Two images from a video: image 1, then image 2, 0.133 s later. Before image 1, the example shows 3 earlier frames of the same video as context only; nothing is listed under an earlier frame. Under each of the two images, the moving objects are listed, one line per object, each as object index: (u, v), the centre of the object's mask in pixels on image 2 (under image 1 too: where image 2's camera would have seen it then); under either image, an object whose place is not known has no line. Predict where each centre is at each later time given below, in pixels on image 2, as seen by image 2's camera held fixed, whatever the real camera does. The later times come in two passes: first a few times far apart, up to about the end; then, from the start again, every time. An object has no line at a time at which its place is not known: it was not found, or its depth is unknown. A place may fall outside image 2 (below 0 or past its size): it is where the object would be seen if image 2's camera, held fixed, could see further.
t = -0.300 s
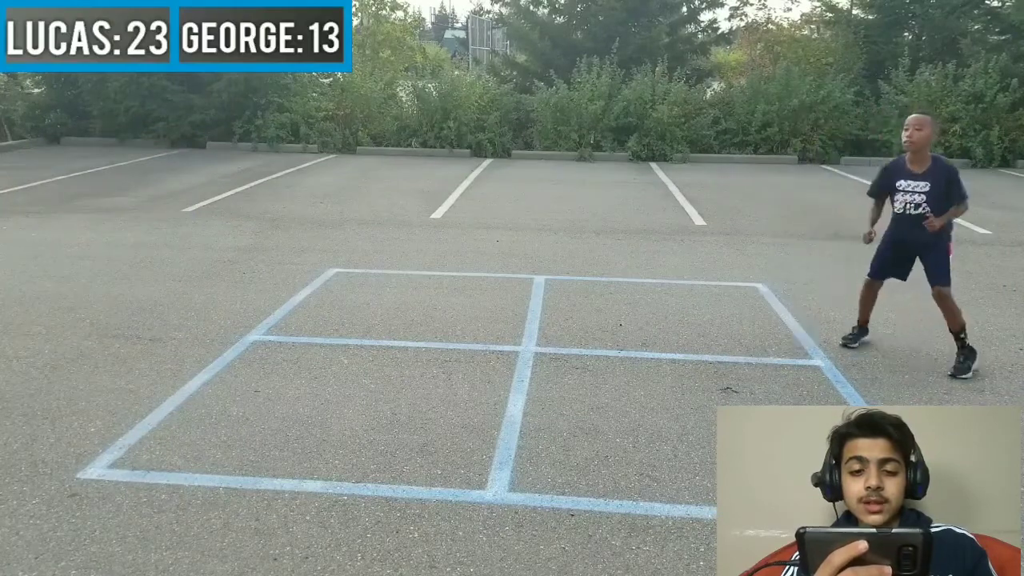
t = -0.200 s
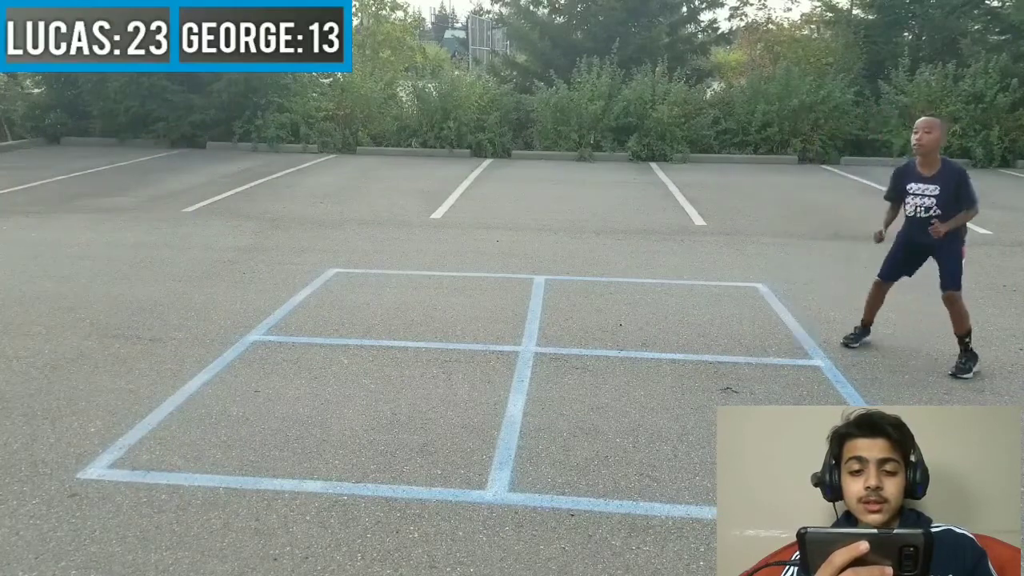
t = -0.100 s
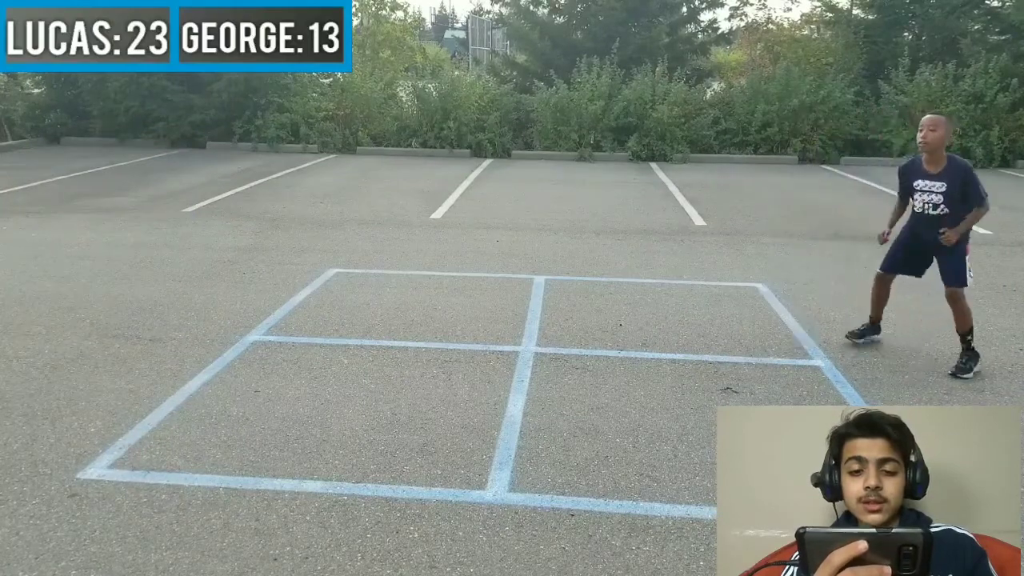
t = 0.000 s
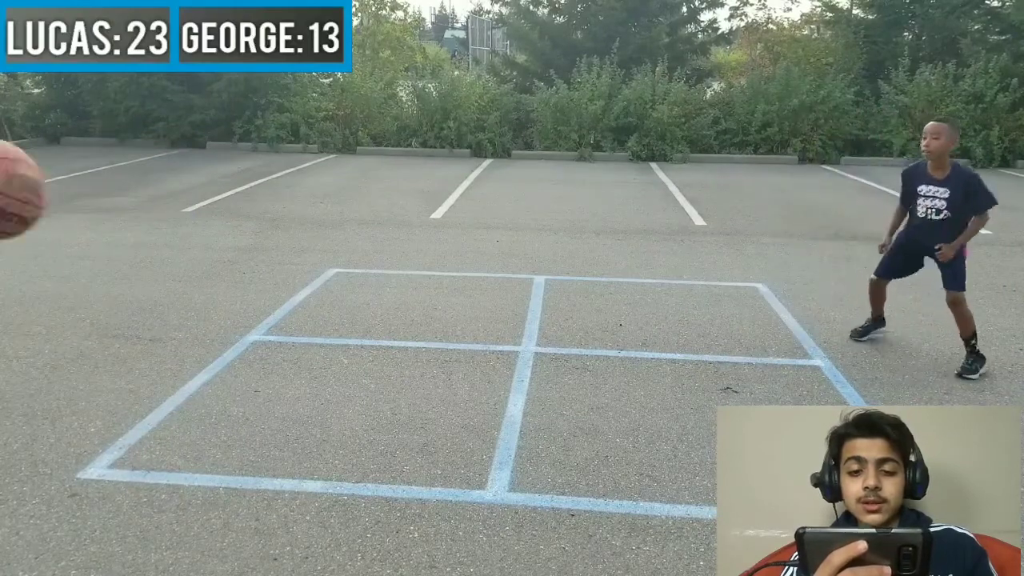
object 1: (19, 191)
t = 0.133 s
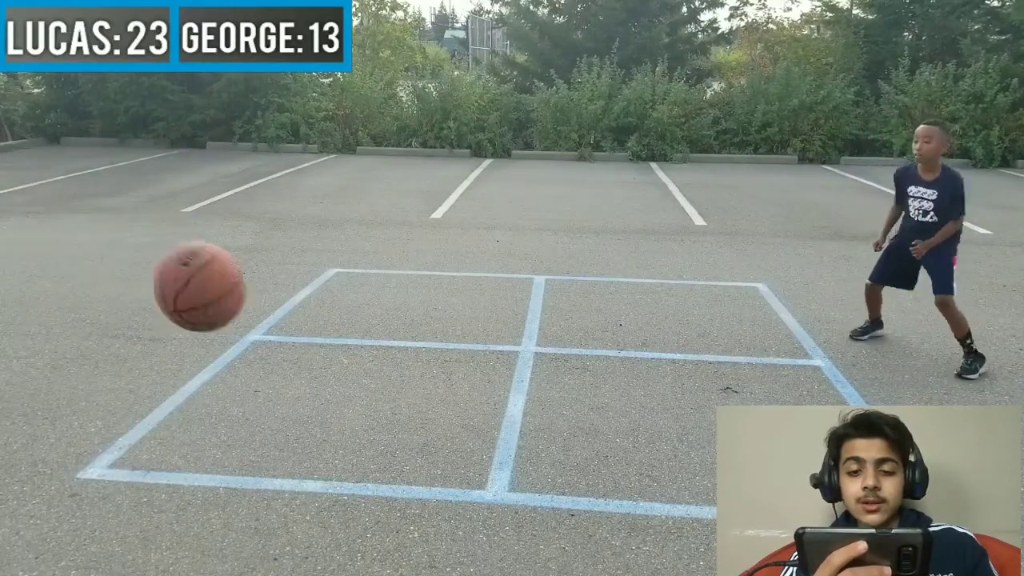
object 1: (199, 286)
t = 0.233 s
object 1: (326, 382)
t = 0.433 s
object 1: (476, 373)
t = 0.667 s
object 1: (583, 229)
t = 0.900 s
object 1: (670, 221)
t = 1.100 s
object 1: (725, 298)
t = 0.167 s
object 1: (245, 317)
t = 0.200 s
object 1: (287, 349)
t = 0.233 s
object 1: (326, 382)
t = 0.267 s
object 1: (363, 416)
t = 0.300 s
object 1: (396, 450)
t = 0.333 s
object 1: (425, 481)
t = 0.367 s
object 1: (442, 442)
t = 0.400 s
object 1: (459, 405)
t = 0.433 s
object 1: (476, 373)
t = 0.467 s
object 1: (492, 343)
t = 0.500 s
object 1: (508, 315)
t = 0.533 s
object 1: (524, 293)
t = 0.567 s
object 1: (540, 273)
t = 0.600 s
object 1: (555, 255)
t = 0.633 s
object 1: (569, 240)
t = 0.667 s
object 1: (583, 229)
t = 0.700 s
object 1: (596, 220)
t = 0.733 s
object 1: (610, 214)
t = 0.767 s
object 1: (623, 209)
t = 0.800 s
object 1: (636, 208)
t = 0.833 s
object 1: (648, 210)
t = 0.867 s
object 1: (660, 214)
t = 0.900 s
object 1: (670, 221)
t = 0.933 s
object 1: (681, 230)
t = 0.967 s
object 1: (691, 240)
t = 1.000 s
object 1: (700, 252)
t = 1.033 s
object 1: (709, 266)
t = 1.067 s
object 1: (716, 281)
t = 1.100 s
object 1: (725, 298)
